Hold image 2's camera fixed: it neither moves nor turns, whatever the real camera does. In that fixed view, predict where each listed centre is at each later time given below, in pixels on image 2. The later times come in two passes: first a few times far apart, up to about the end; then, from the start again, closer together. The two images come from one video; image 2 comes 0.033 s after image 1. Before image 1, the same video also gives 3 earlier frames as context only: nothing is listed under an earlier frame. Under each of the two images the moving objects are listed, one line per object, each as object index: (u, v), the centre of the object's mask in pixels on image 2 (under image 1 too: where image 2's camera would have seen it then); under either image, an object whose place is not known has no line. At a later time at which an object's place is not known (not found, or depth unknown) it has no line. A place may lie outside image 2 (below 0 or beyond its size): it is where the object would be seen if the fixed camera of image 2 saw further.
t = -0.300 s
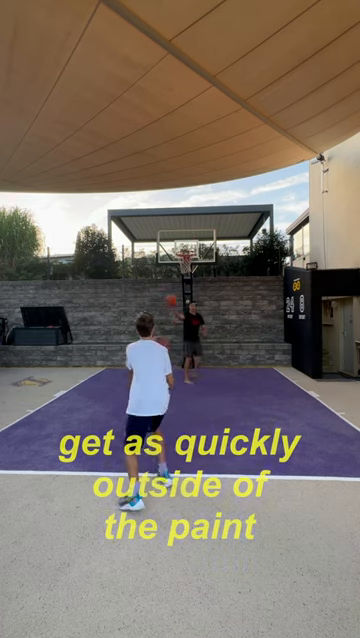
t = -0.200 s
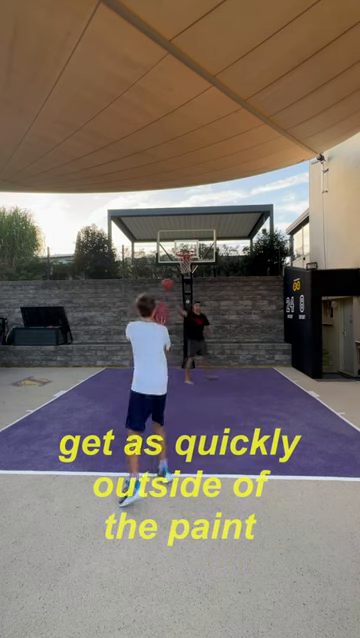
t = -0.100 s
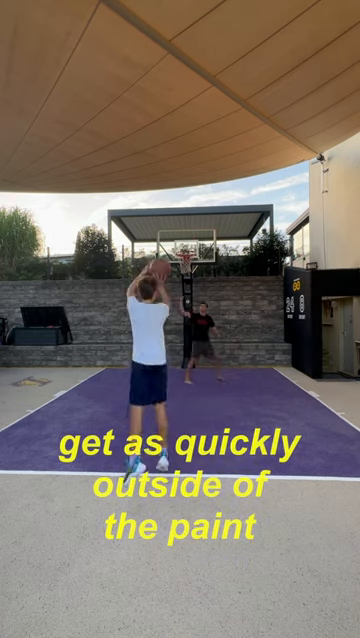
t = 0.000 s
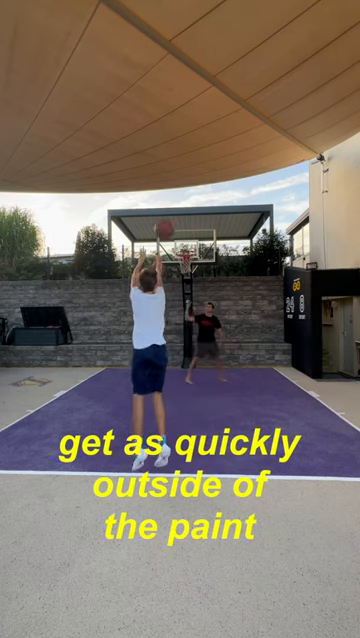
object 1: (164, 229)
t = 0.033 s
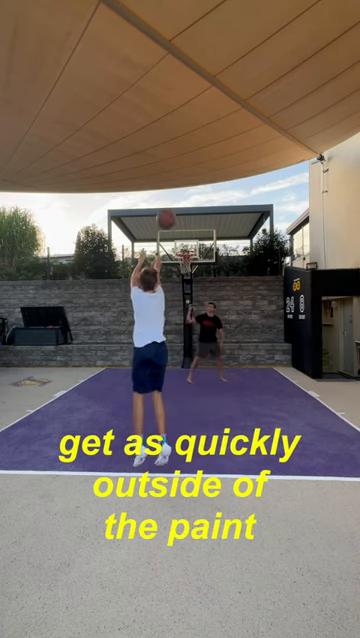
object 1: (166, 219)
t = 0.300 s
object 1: (174, 183)
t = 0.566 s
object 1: (180, 197)
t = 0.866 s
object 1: (185, 244)
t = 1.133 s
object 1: (188, 242)
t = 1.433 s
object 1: (194, 275)
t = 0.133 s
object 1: (169, 197)
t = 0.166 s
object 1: (171, 192)
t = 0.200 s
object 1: (172, 189)
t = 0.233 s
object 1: (173, 186)
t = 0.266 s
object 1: (173, 184)
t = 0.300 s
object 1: (174, 183)
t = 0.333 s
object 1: (175, 183)
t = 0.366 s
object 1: (176, 183)
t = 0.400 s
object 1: (177, 184)
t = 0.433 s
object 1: (178, 186)
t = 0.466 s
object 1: (178, 188)
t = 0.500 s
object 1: (179, 190)
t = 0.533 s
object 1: (180, 193)
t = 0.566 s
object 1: (180, 197)
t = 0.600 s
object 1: (181, 201)
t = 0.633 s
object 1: (182, 205)
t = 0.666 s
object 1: (182, 210)
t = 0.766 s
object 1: (183, 226)
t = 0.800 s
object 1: (184, 231)
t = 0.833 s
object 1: (184, 237)
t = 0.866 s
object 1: (185, 244)
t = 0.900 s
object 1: (186, 248)
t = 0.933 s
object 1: (186, 246)
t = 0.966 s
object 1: (187, 244)
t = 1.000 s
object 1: (187, 243)
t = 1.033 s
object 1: (187, 242)
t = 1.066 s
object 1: (188, 241)
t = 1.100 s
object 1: (188, 241)
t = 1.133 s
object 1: (188, 242)
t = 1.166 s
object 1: (189, 243)
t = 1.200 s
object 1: (190, 244)
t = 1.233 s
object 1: (190, 246)
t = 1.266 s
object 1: (191, 249)
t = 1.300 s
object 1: (192, 253)
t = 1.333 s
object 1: (193, 258)
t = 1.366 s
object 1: (193, 263)
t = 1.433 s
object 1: (194, 275)
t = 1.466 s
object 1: (195, 282)
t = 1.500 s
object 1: (196, 291)
